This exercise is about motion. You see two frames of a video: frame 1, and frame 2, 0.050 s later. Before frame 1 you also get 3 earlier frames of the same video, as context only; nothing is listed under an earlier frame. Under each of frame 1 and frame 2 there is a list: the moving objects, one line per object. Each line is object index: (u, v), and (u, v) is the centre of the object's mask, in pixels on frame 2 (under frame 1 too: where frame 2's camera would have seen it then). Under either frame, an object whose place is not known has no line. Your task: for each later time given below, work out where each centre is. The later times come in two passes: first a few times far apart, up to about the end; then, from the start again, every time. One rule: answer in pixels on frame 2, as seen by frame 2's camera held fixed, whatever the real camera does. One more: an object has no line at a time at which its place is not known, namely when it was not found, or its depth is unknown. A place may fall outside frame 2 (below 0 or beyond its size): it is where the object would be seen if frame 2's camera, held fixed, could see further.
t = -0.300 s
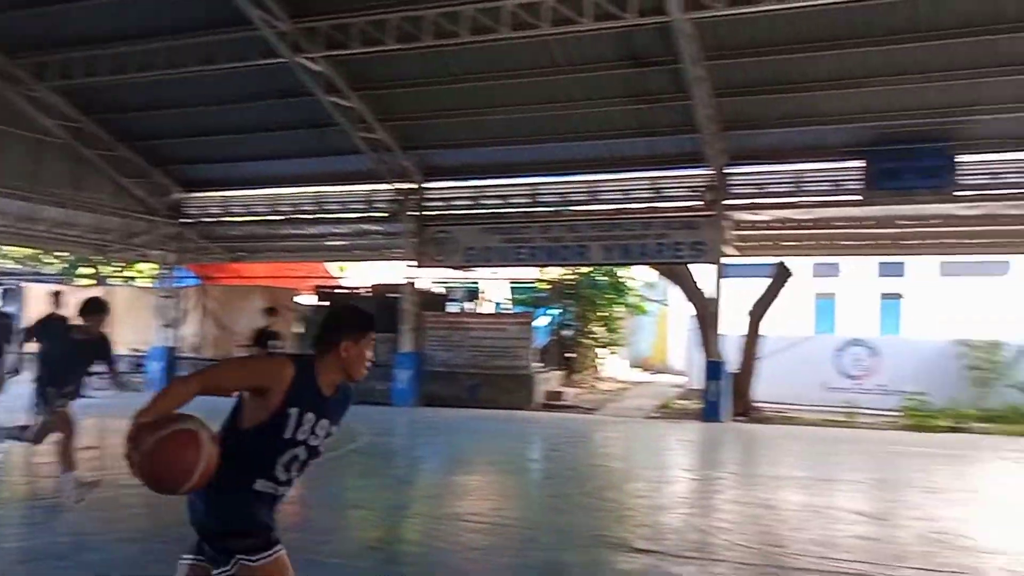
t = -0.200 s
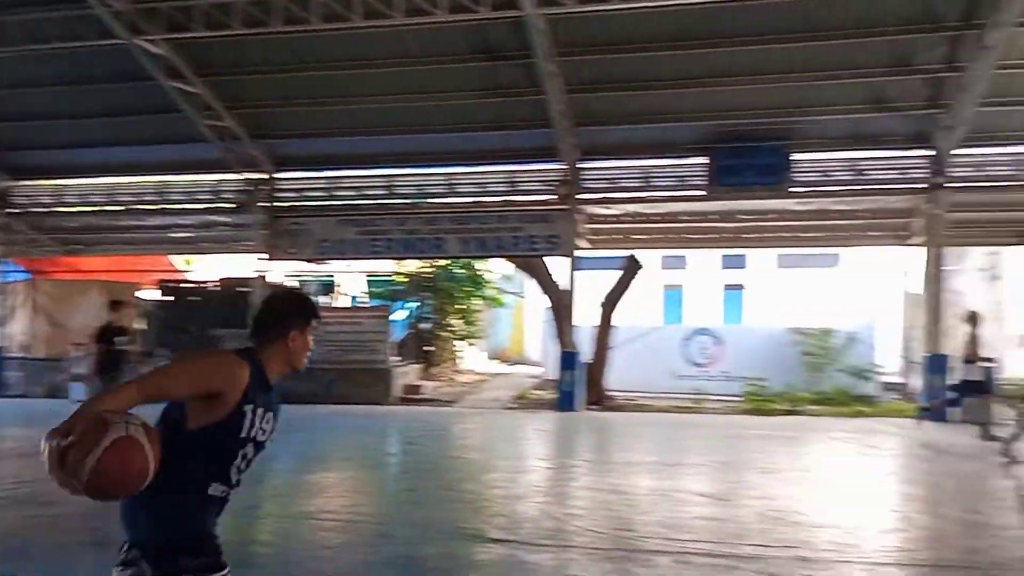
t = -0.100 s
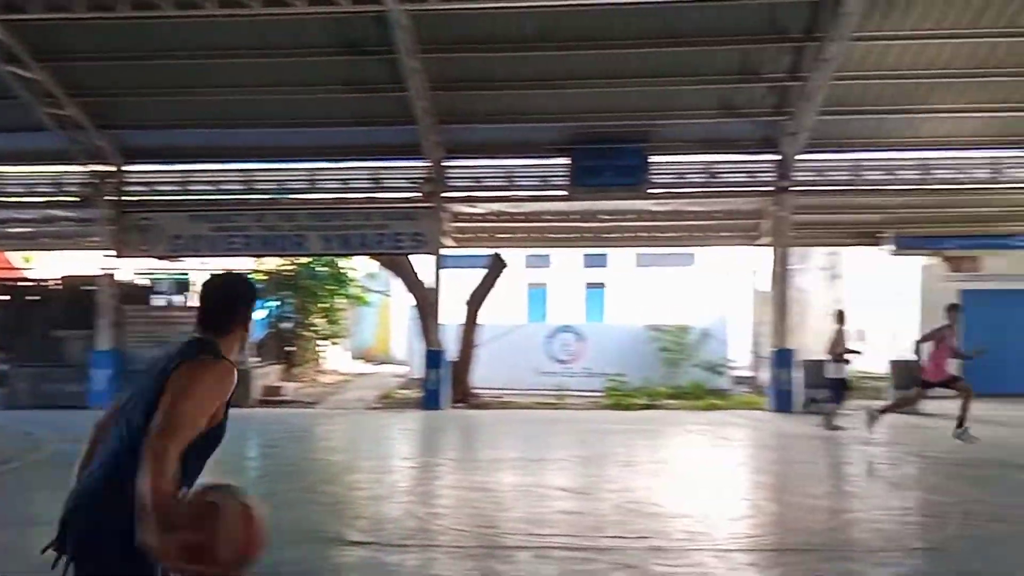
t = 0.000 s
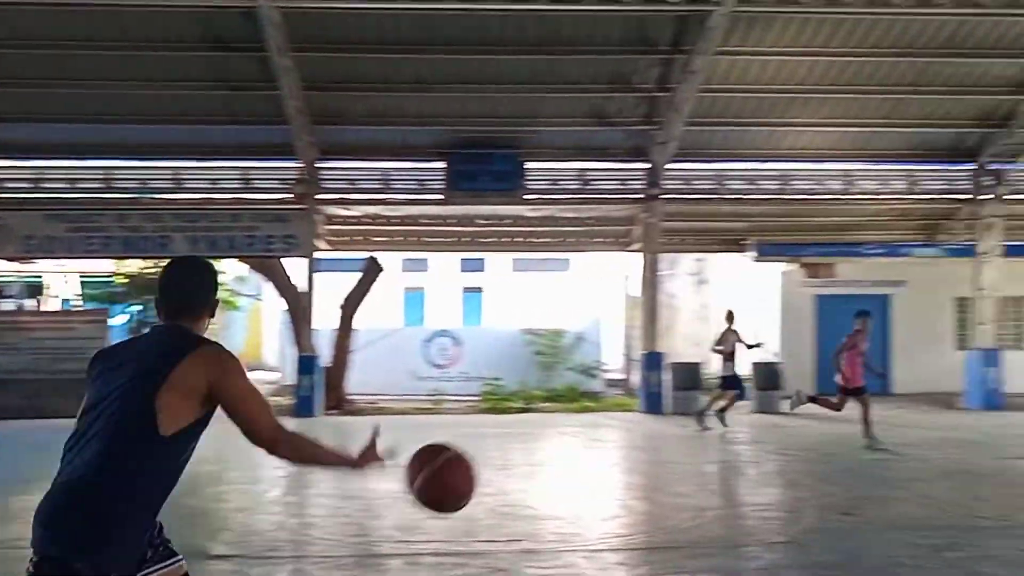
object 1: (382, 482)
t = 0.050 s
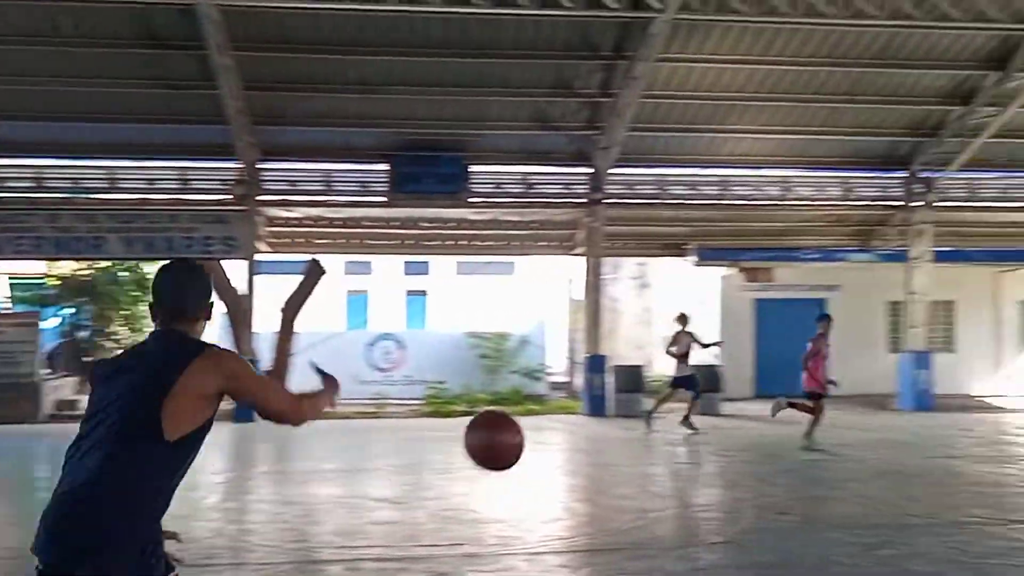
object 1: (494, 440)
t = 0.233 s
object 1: (723, 396)
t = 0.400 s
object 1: (833, 417)
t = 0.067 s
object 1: (525, 430)
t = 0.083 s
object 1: (553, 422)
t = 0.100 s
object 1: (578, 416)
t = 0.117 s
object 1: (601, 410)
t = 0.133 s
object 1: (622, 406)
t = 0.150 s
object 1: (642, 403)
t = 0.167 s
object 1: (661, 399)
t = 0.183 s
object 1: (678, 397)
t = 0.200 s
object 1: (695, 397)
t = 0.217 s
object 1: (709, 396)
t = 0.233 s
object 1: (723, 396)
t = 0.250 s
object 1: (737, 396)
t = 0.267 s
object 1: (751, 396)
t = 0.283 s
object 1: (762, 398)
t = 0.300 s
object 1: (774, 400)
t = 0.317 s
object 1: (785, 402)
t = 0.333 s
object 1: (796, 404)
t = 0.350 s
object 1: (805, 408)
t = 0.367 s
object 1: (815, 411)
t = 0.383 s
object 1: (824, 413)
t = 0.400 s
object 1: (833, 417)
